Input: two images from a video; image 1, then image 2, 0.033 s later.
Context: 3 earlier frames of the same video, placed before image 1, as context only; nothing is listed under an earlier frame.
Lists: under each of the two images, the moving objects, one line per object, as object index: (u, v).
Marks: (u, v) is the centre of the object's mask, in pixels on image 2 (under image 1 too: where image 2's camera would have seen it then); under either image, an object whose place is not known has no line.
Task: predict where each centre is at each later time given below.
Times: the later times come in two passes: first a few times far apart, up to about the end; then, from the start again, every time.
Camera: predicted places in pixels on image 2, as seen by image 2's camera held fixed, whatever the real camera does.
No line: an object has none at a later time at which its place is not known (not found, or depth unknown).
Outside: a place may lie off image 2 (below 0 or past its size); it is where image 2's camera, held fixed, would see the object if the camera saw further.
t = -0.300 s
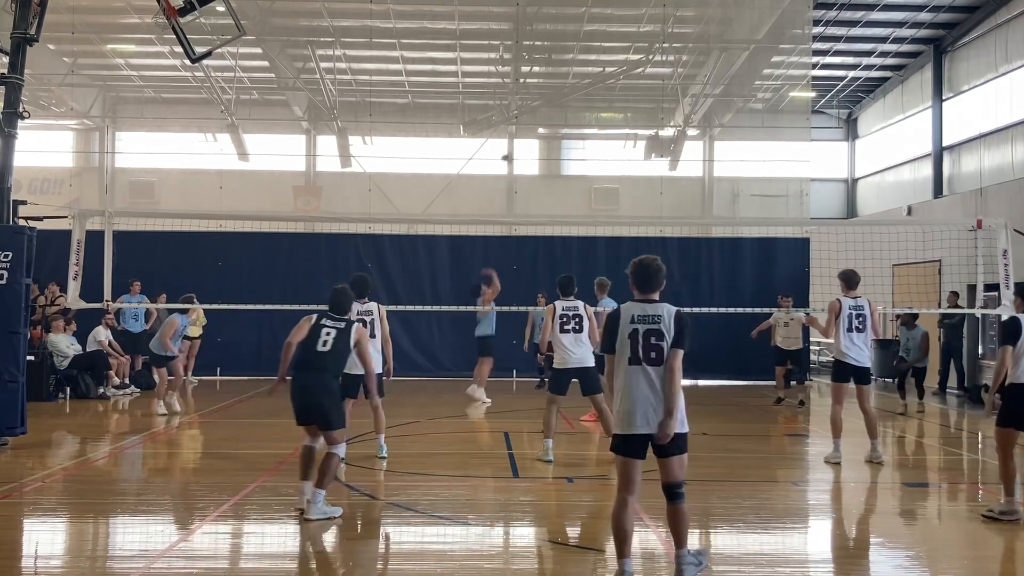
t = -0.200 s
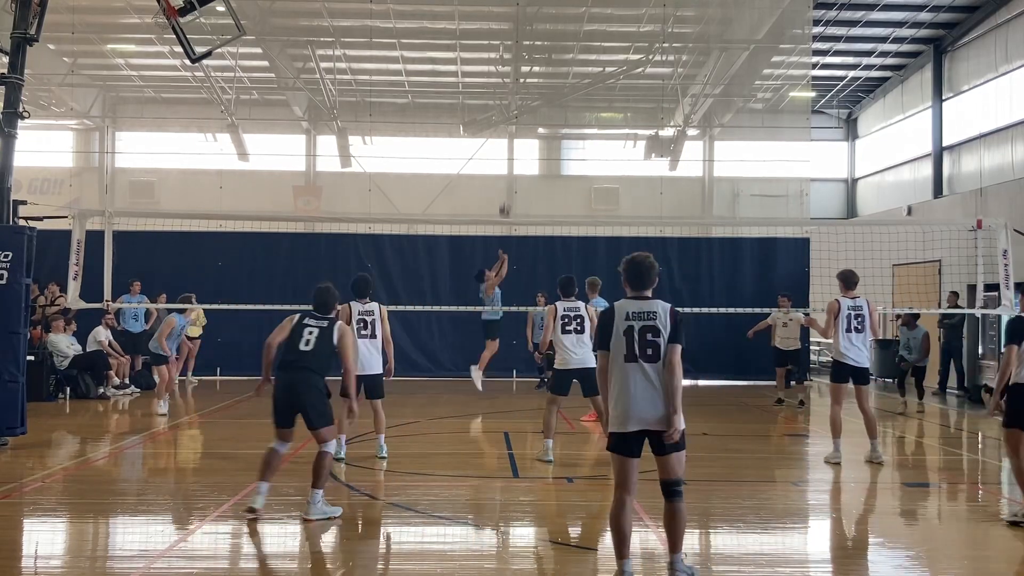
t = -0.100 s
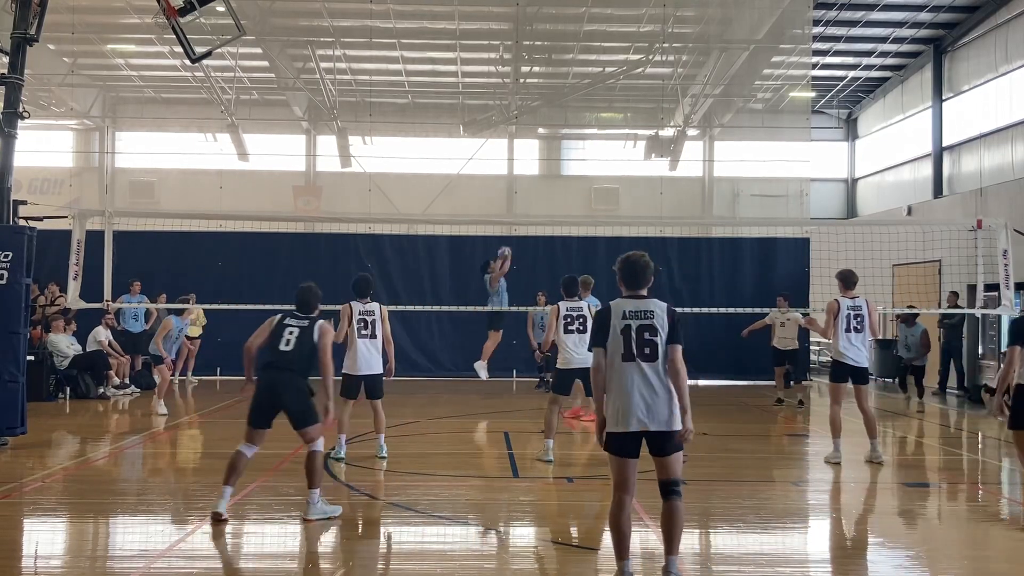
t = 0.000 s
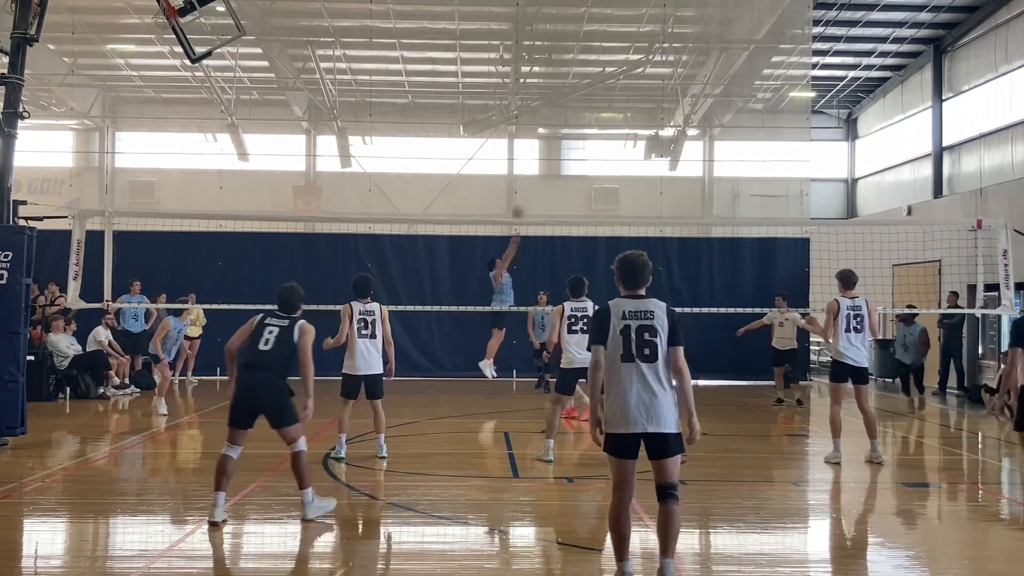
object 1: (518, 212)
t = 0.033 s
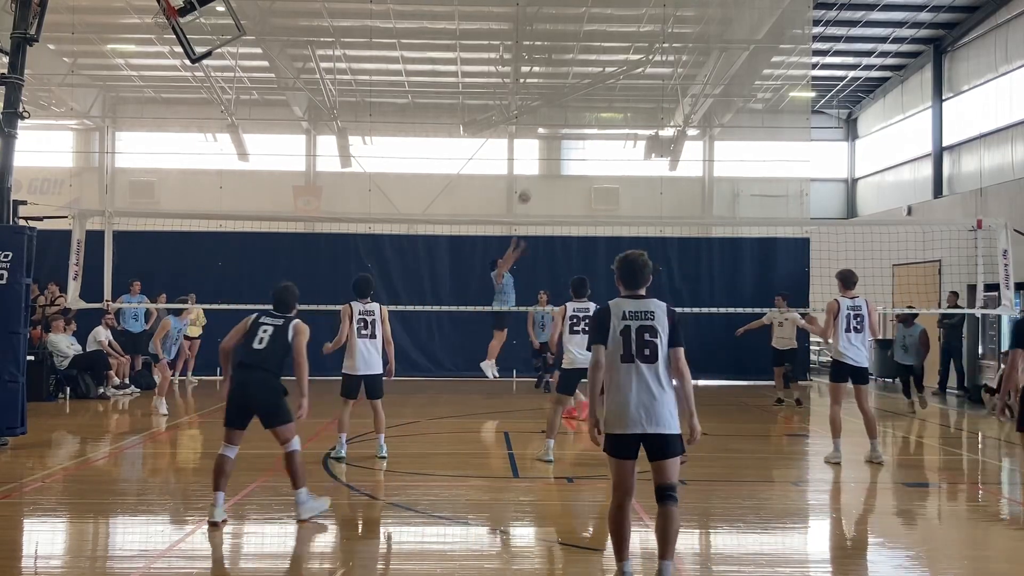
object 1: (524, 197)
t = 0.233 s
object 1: (561, 122)
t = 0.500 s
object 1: (614, 61)
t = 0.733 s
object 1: (662, 46)
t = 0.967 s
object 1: (712, 71)
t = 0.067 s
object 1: (530, 183)
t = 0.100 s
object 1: (537, 169)
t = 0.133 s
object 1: (543, 156)
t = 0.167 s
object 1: (548, 145)
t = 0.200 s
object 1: (554, 133)
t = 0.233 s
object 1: (561, 122)
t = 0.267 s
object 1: (567, 112)
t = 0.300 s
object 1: (573, 103)
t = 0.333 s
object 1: (580, 94)
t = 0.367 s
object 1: (587, 87)
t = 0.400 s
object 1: (594, 79)
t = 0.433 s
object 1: (600, 73)
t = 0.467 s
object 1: (607, 65)
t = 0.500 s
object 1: (614, 61)
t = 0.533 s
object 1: (620, 56)
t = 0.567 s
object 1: (627, 52)
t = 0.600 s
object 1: (634, 49)
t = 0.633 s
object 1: (641, 48)
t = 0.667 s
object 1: (649, 46)
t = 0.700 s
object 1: (655, 47)
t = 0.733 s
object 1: (662, 46)
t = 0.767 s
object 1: (669, 47)
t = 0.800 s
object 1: (676, 48)
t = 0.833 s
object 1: (683, 51)
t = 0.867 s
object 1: (690, 54)
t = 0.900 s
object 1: (697, 59)
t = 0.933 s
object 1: (705, 65)
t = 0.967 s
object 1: (712, 71)
